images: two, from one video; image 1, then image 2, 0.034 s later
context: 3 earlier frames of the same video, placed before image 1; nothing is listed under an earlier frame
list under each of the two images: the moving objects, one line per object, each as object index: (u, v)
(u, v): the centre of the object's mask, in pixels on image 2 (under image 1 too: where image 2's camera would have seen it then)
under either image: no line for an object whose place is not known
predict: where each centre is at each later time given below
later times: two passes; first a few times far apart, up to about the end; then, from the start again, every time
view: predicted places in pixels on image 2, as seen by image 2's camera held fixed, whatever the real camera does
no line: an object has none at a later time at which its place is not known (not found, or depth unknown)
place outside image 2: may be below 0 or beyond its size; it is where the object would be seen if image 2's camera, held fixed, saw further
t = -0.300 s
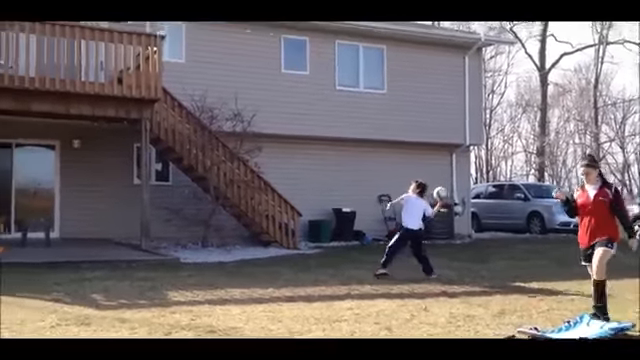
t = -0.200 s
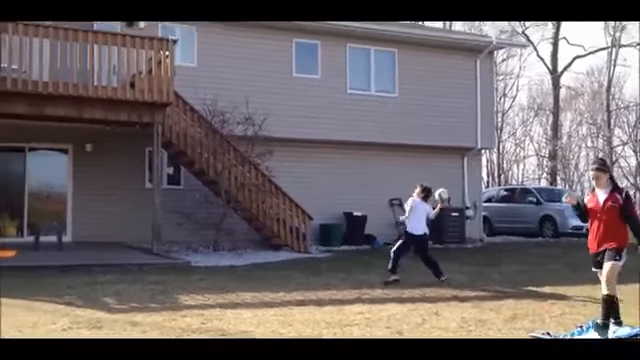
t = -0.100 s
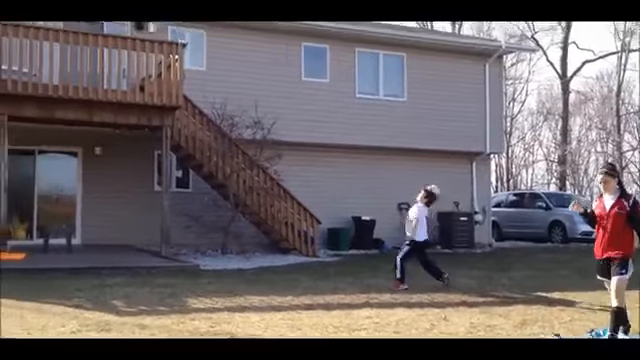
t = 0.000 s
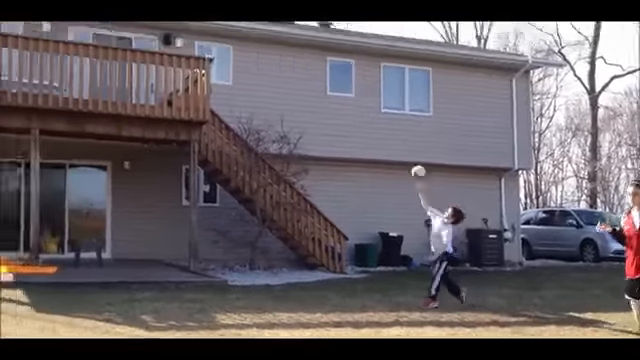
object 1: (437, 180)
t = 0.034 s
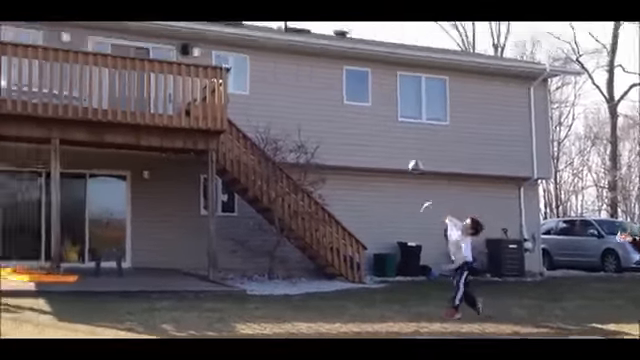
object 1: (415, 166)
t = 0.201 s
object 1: (308, 96)
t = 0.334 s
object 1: (218, 51)
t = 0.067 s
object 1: (393, 150)
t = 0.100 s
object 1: (373, 137)
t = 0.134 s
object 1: (351, 122)
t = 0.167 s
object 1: (329, 110)
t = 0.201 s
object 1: (308, 96)
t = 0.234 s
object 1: (285, 82)
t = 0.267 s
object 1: (263, 72)
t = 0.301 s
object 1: (242, 60)
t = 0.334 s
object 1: (218, 51)
